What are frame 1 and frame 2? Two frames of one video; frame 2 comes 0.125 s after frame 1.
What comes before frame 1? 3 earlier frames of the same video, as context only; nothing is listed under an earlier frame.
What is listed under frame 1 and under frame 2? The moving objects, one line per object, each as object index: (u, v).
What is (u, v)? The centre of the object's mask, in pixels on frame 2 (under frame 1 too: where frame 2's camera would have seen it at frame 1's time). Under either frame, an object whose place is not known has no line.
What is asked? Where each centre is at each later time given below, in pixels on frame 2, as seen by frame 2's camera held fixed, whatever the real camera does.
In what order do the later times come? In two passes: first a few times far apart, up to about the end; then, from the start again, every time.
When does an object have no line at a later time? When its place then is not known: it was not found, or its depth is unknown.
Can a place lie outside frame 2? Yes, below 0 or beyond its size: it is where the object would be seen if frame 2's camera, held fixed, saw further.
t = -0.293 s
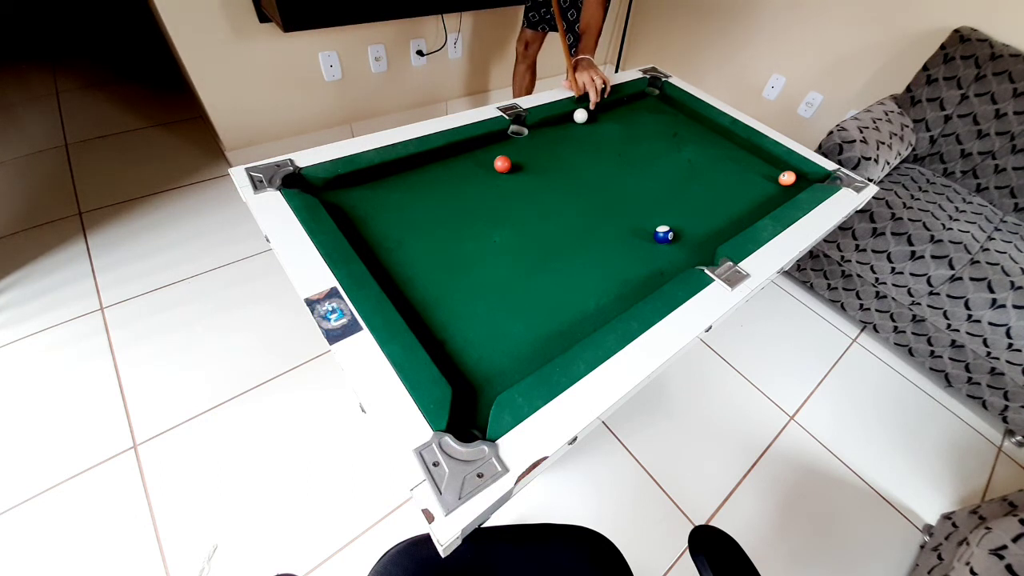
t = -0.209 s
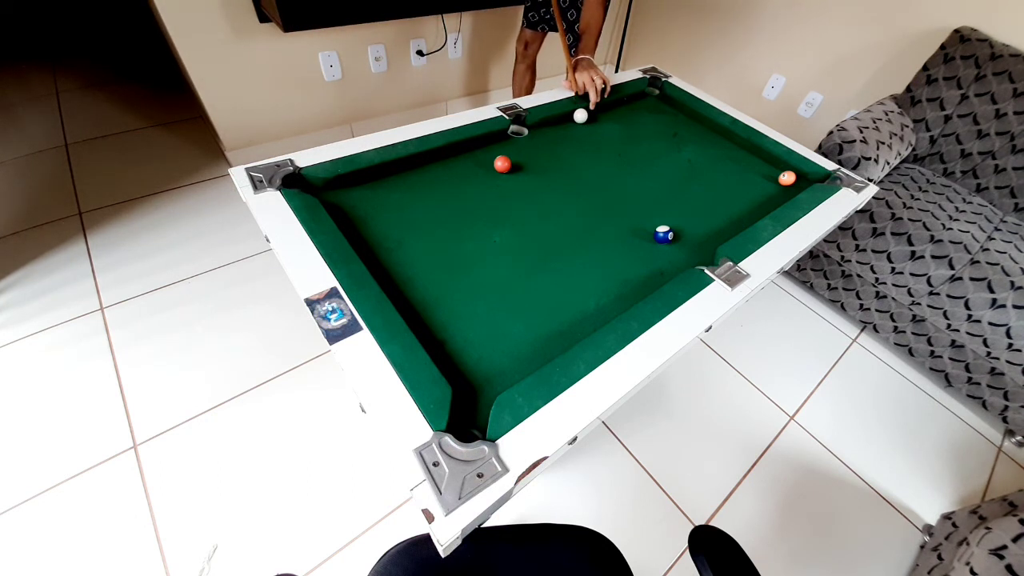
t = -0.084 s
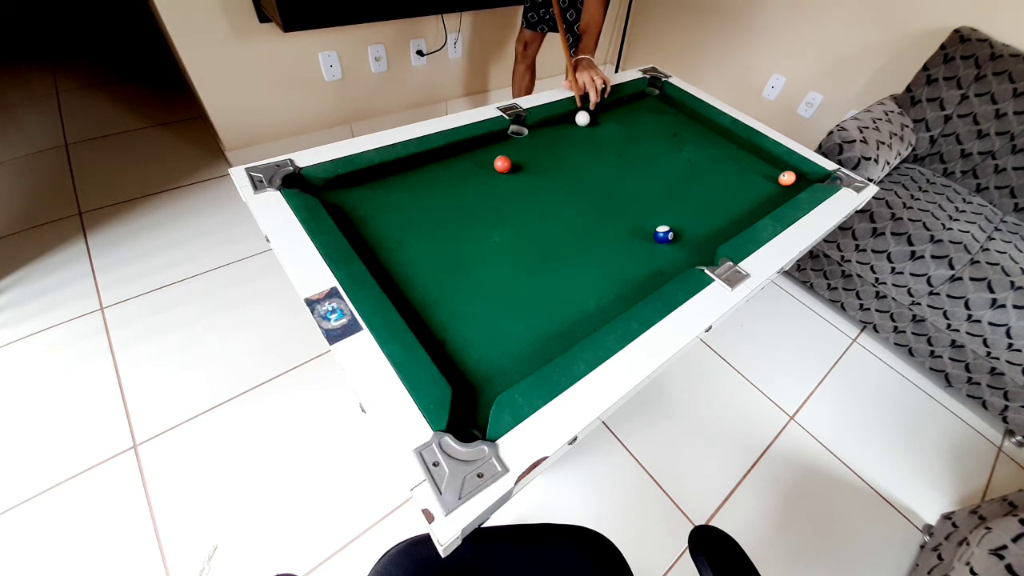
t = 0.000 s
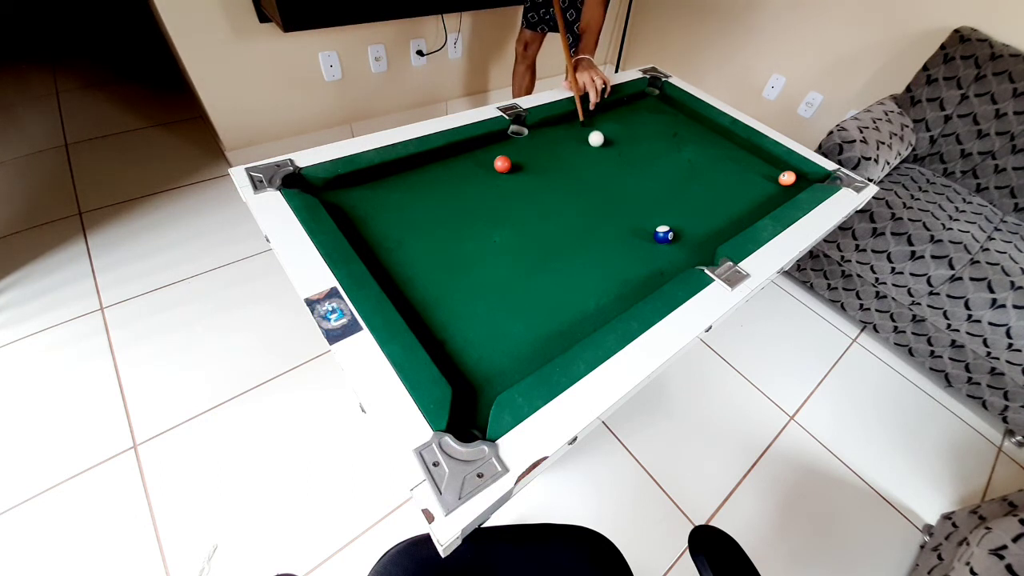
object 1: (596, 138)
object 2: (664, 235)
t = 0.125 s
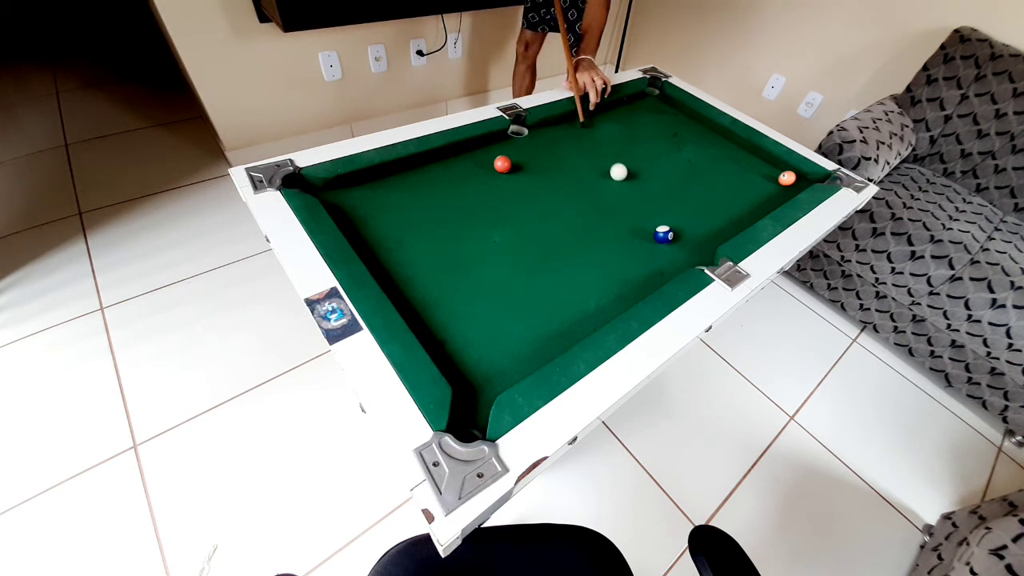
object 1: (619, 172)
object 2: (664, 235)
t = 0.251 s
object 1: (645, 211)
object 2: (664, 235)
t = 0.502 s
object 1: (657, 242)
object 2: (693, 252)
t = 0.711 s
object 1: (664, 263)
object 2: (697, 231)
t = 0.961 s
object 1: (659, 272)
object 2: (702, 211)
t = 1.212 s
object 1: (649, 270)
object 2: (705, 194)
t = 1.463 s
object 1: (645, 269)
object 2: (709, 181)
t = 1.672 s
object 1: (645, 269)
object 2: (712, 173)
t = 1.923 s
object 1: (645, 269)
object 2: (718, 165)
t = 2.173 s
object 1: (645, 269)
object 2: (723, 159)
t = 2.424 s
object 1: (645, 269)
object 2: (728, 154)
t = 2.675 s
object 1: (645, 269)
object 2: (734, 151)
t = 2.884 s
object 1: (645, 269)
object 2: (737, 149)
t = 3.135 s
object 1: (645, 269)
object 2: (740, 148)
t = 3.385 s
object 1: (645, 269)
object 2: (741, 148)
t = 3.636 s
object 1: (645, 270)
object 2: (741, 148)
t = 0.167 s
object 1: (627, 184)
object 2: (664, 235)
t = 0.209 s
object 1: (636, 197)
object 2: (664, 235)
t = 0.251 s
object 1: (645, 211)
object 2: (664, 235)
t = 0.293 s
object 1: (652, 222)
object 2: (666, 238)
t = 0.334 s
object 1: (652, 225)
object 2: (678, 252)
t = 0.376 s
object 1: (653, 228)
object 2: (687, 262)
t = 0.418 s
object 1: (654, 233)
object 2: (690, 261)
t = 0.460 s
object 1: (655, 237)
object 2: (692, 257)
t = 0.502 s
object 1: (657, 242)
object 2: (693, 252)
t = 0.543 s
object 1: (658, 246)
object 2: (693, 247)
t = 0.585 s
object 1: (659, 250)
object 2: (694, 243)
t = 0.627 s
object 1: (661, 255)
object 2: (695, 239)
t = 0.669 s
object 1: (662, 259)
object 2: (696, 235)
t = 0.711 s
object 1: (664, 263)
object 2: (697, 231)
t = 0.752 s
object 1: (665, 267)
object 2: (697, 227)
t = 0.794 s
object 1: (666, 271)
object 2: (698, 224)
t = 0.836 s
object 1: (665, 273)
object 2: (699, 220)
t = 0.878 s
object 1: (663, 273)
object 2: (700, 217)
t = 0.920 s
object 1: (661, 273)
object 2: (701, 214)
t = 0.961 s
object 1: (659, 272)
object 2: (702, 211)
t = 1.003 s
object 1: (657, 272)
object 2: (702, 208)
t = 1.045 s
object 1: (655, 272)
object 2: (703, 205)
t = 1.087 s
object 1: (654, 271)
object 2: (703, 202)
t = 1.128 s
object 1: (652, 271)
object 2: (704, 199)
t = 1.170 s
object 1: (651, 271)
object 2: (704, 197)
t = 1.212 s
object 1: (649, 270)
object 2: (705, 194)
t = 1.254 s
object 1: (648, 270)
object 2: (706, 192)
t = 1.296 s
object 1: (647, 270)
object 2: (706, 190)
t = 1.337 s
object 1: (647, 270)
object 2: (707, 188)
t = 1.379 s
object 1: (646, 270)
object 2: (708, 185)
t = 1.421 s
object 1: (646, 269)
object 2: (708, 183)
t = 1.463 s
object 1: (645, 269)
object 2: (709, 181)
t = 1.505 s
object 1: (645, 269)
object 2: (710, 179)
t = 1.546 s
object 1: (645, 269)
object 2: (710, 178)
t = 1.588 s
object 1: (645, 269)
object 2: (711, 176)
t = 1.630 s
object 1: (645, 269)
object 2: (711, 174)
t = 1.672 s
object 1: (645, 269)
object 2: (712, 173)
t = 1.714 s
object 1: (645, 269)
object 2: (713, 171)
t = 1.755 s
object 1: (645, 269)
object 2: (714, 169)
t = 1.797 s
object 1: (645, 269)
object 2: (715, 168)
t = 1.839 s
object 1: (645, 269)
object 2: (716, 167)
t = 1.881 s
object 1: (645, 269)
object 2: (717, 166)
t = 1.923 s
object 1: (645, 269)
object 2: (718, 165)
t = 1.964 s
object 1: (645, 269)
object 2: (719, 164)
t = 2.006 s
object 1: (645, 269)
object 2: (719, 162)
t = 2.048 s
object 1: (645, 269)
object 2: (720, 161)
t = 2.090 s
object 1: (645, 269)
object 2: (721, 160)
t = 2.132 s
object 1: (645, 269)
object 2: (722, 159)
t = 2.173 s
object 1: (645, 269)
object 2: (723, 159)
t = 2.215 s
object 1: (645, 269)
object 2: (724, 158)
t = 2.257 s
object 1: (645, 269)
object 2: (725, 157)
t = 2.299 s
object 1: (645, 269)
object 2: (726, 156)
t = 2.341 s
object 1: (645, 269)
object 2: (727, 155)
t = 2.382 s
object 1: (645, 269)
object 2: (728, 155)
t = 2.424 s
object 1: (645, 269)
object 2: (728, 154)
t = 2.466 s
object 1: (645, 269)
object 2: (729, 154)
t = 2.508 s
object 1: (645, 269)
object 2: (730, 153)
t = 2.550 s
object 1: (645, 269)
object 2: (731, 152)
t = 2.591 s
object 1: (645, 269)
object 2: (732, 152)
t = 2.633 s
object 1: (645, 269)
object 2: (734, 151)
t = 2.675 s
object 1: (645, 269)
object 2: (734, 151)
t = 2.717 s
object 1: (645, 269)
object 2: (735, 150)
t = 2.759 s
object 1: (645, 269)
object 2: (735, 150)
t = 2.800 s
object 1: (645, 269)
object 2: (736, 150)
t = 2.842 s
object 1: (645, 269)
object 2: (737, 150)
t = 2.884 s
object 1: (645, 269)
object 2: (737, 149)
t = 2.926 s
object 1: (645, 269)
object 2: (738, 149)
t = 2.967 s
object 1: (645, 269)
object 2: (738, 149)
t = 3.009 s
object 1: (645, 269)
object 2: (739, 148)
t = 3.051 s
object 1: (645, 269)
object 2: (739, 148)
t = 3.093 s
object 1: (645, 269)
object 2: (740, 148)
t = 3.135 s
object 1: (645, 269)
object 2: (740, 148)
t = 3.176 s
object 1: (645, 269)
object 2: (740, 148)
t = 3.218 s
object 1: (645, 269)
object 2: (740, 148)
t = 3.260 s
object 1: (645, 269)
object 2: (741, 148)
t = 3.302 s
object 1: (645, 269)
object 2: (741, 148)
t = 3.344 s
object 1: (645, 269)
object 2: (741, 148)
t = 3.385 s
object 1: (645, 269)
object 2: (741, 148)
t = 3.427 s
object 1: (645, 269)
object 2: (741, 148)
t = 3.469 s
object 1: (645, 269)
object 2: (741, 148)
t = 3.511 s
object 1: (646, 269)
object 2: (741, 148)
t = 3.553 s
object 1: (645, 270)
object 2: (741, 148)
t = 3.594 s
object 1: (645, 269)
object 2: (741, 148)
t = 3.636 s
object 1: (645, 270)
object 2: (741, 148)
